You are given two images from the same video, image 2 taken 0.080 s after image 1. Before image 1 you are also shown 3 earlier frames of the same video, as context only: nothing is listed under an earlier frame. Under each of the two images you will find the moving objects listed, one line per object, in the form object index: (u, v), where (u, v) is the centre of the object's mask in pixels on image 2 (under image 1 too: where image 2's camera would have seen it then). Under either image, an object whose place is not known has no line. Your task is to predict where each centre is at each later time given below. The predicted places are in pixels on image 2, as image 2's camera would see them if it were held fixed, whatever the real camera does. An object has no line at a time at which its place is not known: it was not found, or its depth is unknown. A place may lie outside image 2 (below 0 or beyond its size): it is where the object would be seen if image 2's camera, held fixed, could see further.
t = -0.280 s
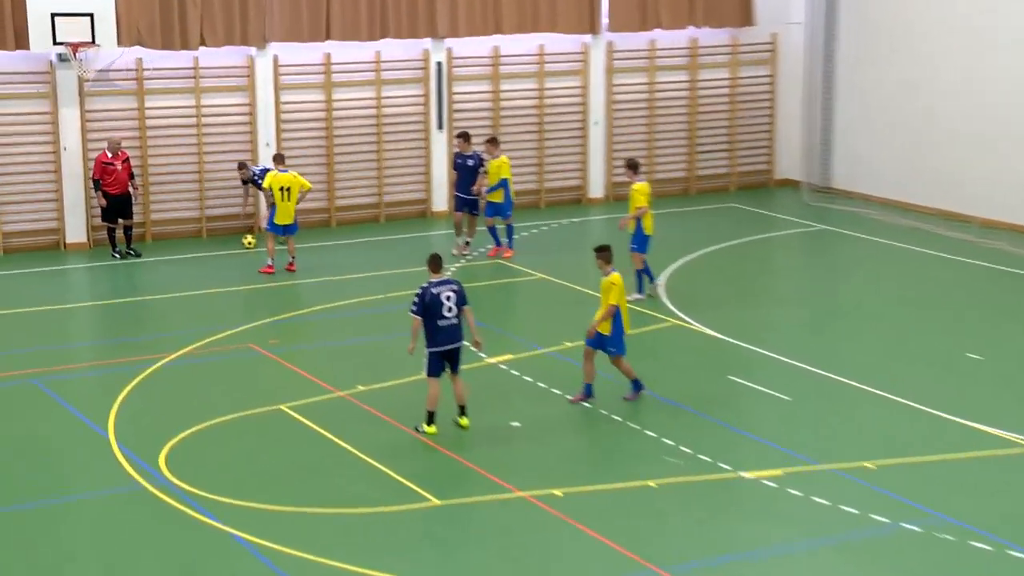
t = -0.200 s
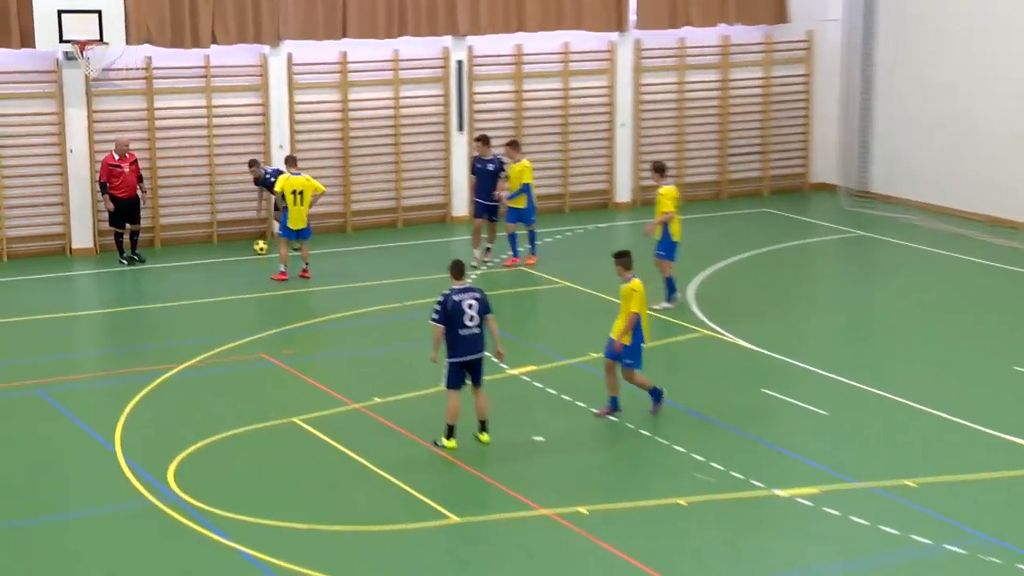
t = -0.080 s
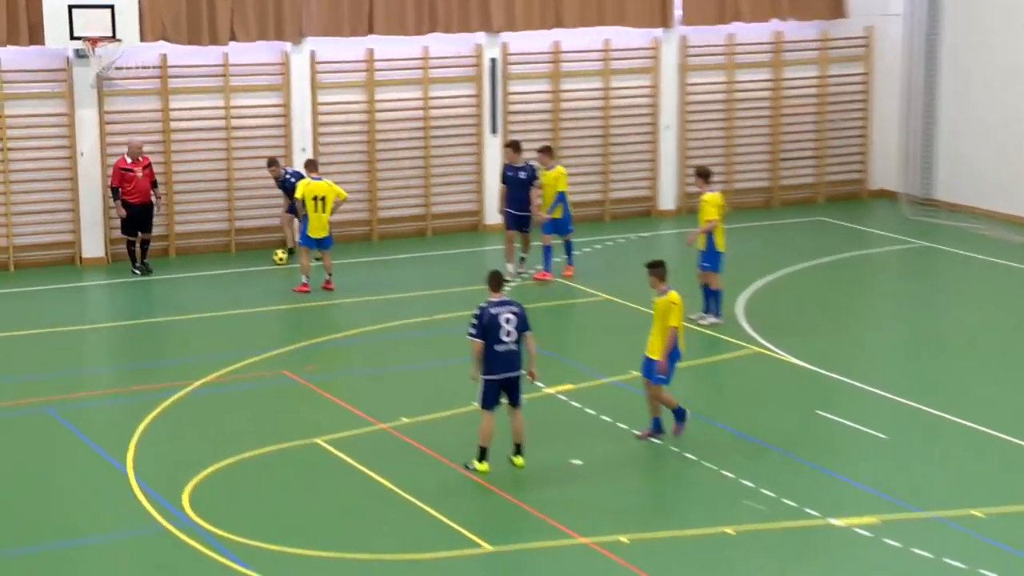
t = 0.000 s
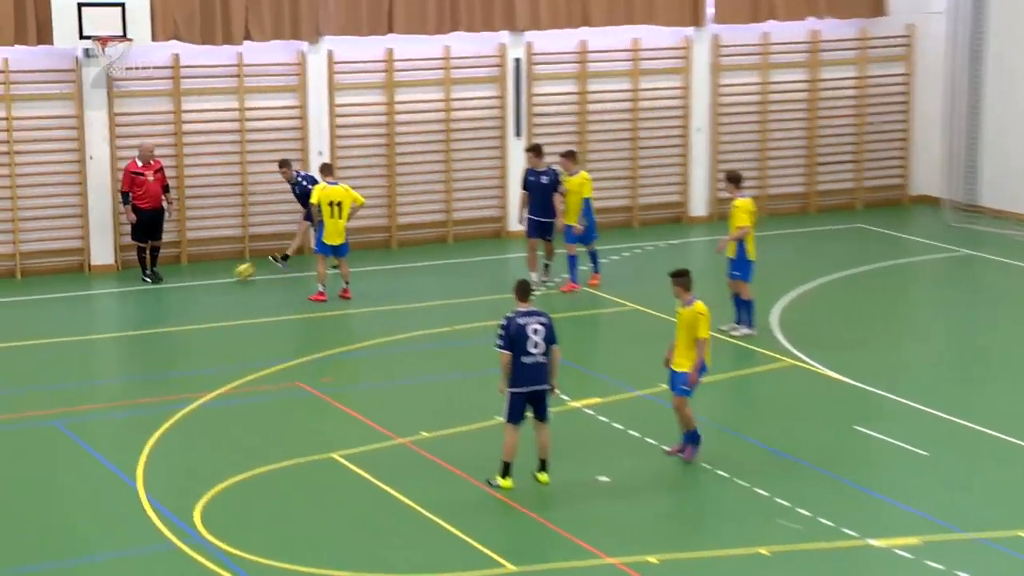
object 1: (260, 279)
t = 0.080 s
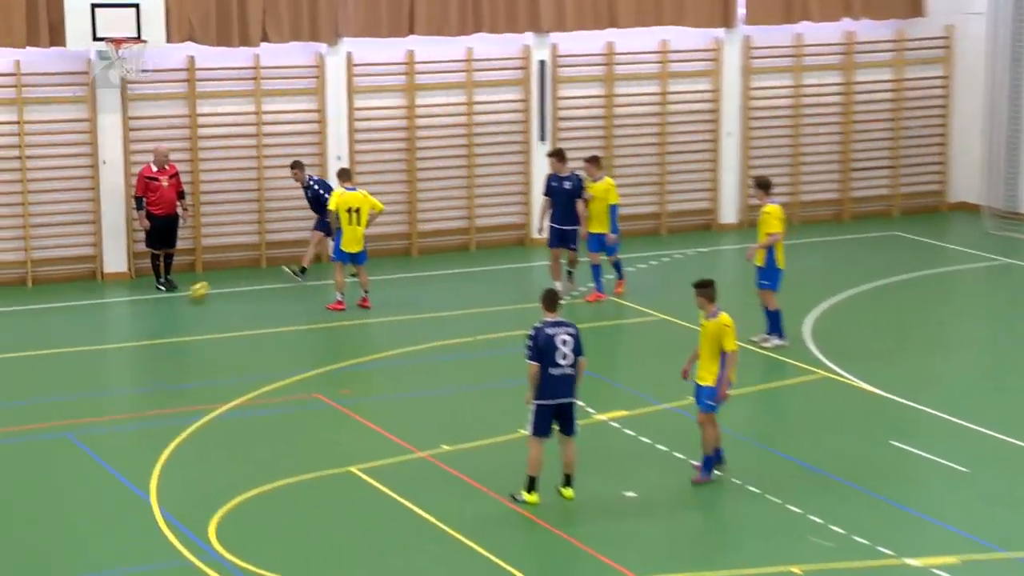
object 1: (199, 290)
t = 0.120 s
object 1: (168, 298)
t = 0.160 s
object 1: (139, 302)
